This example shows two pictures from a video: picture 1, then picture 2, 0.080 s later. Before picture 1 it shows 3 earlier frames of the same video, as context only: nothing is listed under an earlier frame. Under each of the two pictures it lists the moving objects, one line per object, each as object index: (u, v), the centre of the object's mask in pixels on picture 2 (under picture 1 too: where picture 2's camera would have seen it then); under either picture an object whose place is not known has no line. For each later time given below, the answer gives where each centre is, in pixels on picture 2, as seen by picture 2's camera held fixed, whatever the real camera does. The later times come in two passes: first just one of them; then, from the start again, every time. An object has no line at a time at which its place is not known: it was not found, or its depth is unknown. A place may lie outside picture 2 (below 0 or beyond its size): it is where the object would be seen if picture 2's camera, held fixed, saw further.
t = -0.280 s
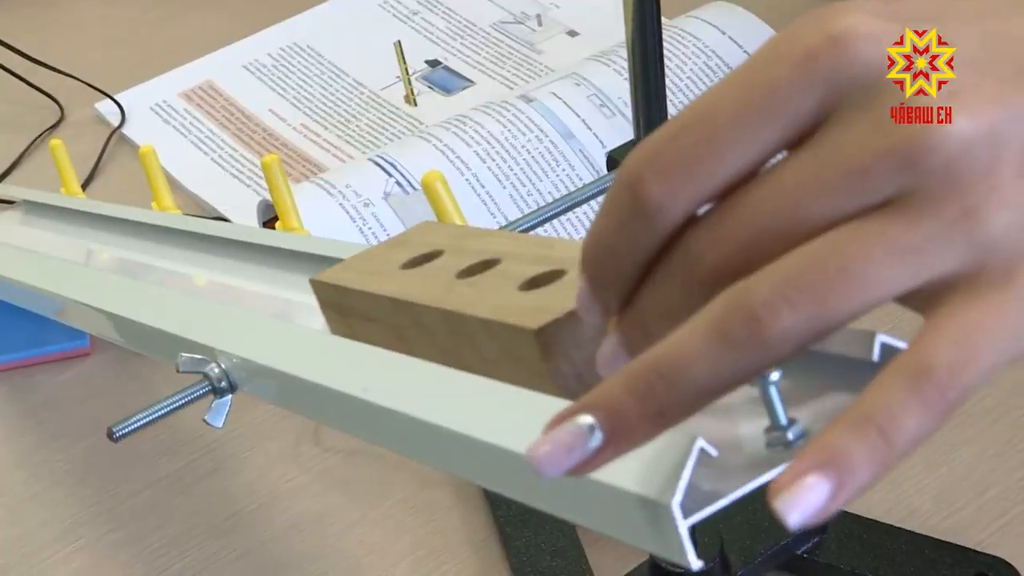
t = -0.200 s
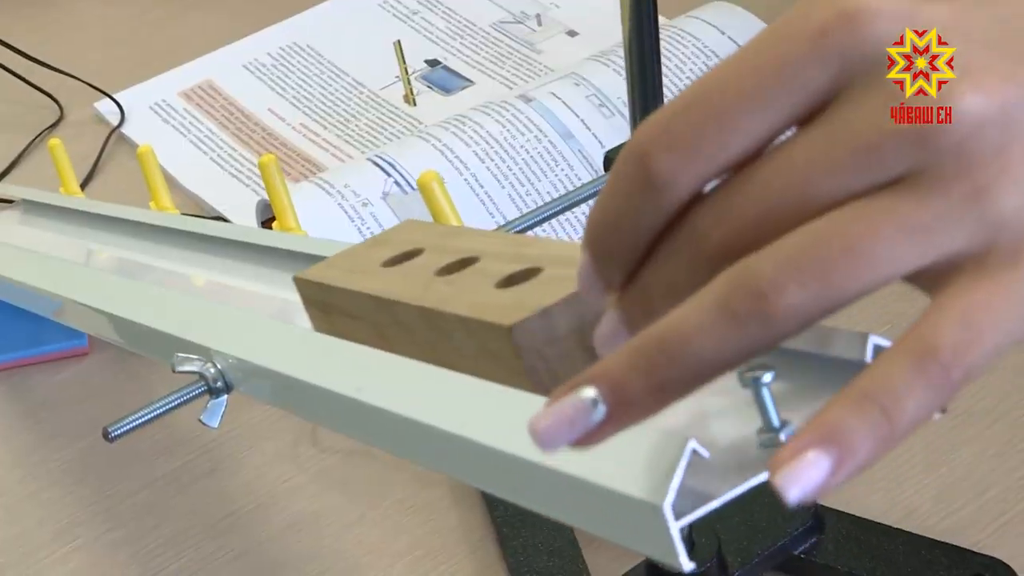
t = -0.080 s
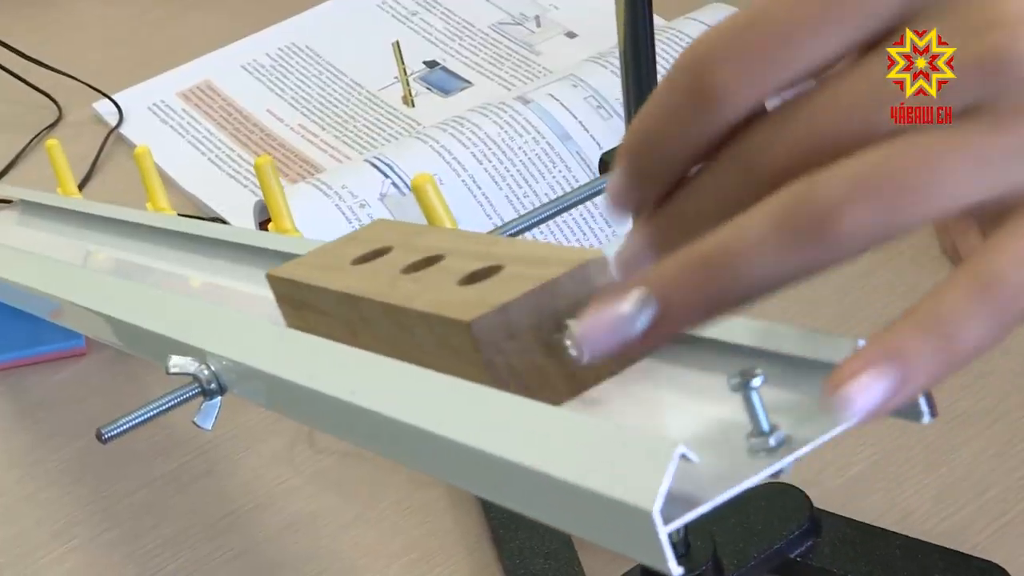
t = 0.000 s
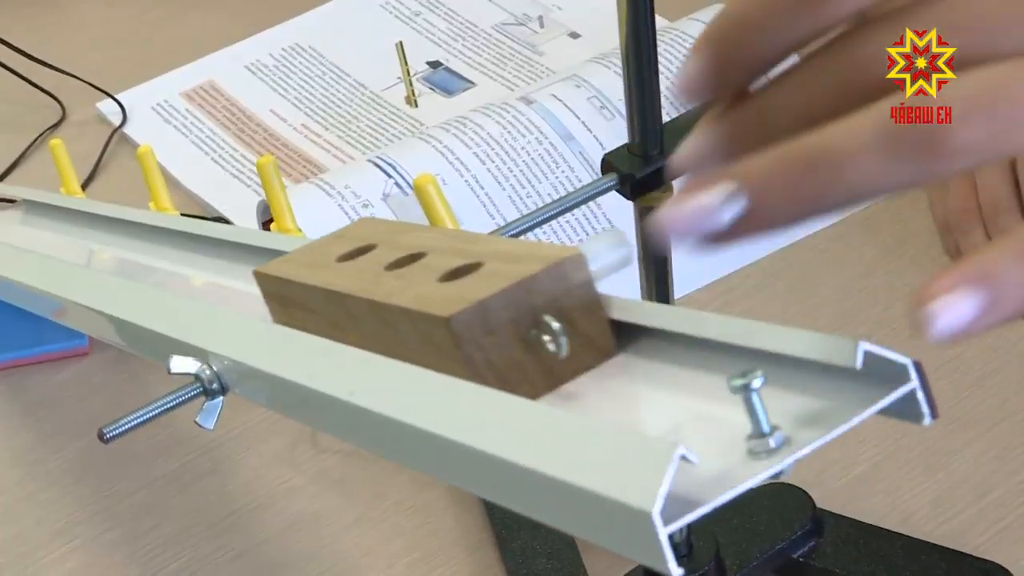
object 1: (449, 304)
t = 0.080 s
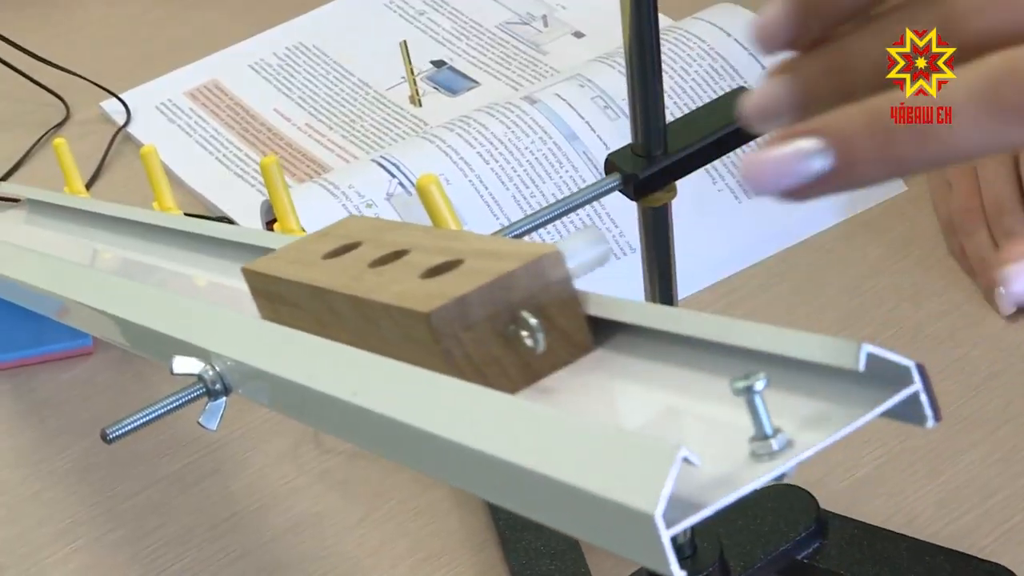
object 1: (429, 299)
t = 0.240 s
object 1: (376, 285)
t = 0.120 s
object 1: (418, 296)
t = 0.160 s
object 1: (406, 293)
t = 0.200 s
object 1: (392, 290)
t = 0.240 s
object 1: (376, 285)
